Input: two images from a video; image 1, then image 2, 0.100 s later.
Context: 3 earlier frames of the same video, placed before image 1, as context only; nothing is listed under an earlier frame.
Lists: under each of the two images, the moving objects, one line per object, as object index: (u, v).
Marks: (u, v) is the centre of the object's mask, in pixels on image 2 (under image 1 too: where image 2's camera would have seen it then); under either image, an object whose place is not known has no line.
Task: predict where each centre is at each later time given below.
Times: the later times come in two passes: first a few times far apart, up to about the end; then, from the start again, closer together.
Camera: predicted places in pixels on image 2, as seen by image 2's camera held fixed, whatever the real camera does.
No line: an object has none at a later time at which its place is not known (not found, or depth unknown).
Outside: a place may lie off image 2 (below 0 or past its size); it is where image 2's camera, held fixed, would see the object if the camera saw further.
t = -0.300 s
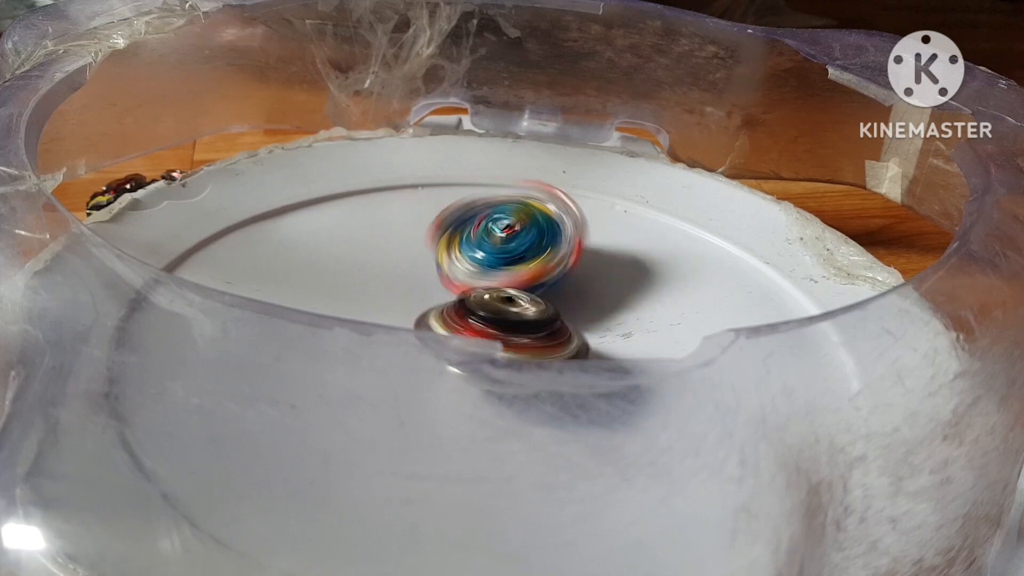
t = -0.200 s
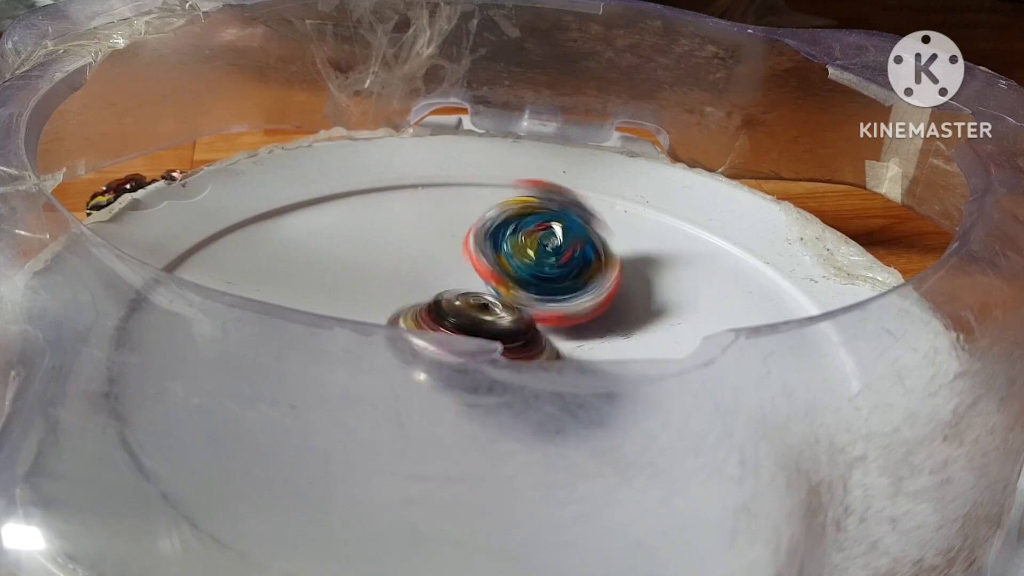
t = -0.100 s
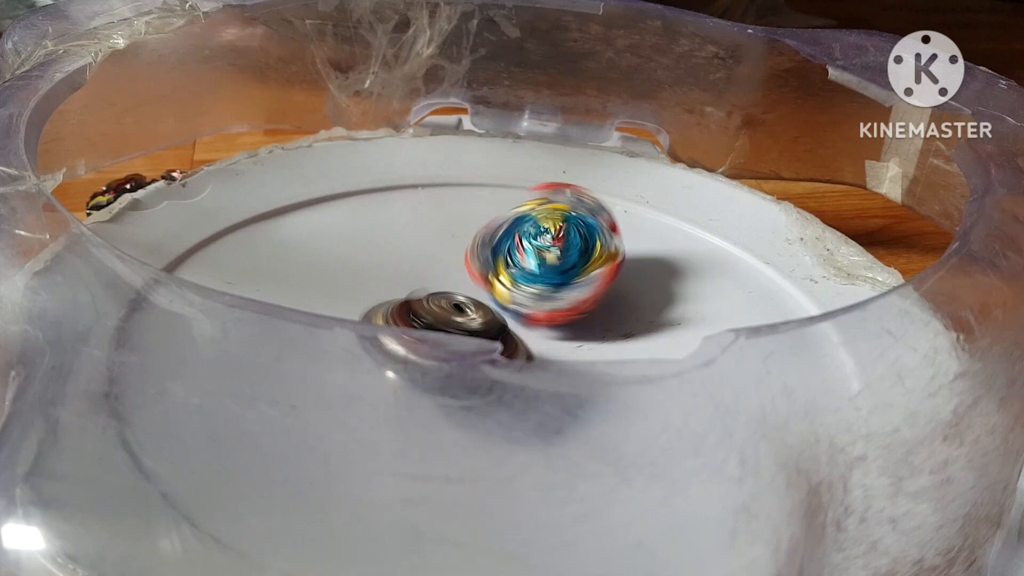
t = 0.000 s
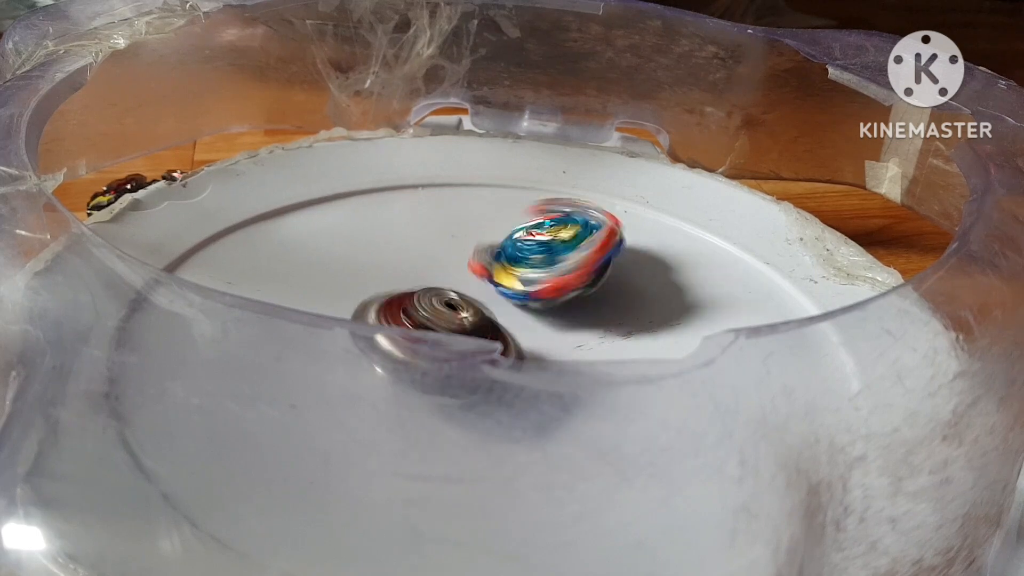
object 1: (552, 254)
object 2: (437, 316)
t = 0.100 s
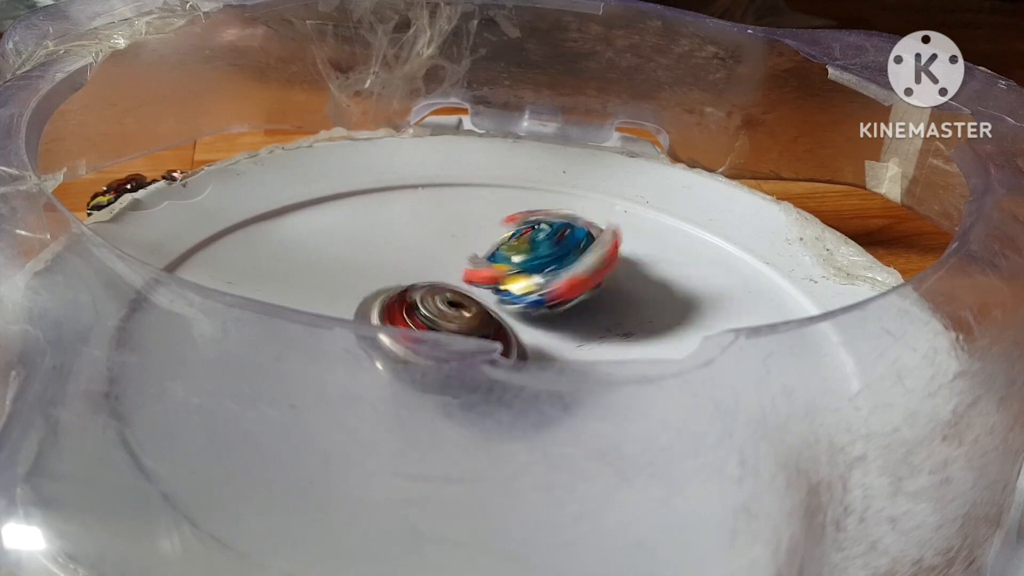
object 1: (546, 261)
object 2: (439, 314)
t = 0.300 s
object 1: (567, 281)
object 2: (413, 305)
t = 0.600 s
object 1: (551, 273)
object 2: (438, 304)
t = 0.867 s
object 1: (548, 282)
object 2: (415, 310)
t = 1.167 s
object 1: (549, 281)
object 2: (416, 309)
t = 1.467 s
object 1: (559, 277)
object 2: (457, 310)
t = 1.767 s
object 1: (547, 288)
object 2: (361, 304)
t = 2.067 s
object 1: (539, 281)
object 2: (417, 303)
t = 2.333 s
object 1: (542, 278)
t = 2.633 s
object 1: (533, 285)
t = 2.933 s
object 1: (533, 285)
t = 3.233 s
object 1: (533, 285)
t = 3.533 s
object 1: (533, 285)
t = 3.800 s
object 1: (533, 285)
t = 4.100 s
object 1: (533, 285)
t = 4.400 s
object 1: (533, 285)
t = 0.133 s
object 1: (542, 263)
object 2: (443, 313)
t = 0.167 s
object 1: (543, 270)
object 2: (433, 312)
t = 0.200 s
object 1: (550, 278)
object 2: (424, 310)
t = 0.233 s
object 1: (558, 282)
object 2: (416, 308)
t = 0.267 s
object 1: (565, 282)
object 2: (417, 307)
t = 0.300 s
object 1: (567, 281)
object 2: (413, 305)
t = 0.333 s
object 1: (564, 282)
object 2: (417, 305)
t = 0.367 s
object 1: (560, 282)
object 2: (416, 303)
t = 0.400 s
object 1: (559, 281)
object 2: (425, 304)
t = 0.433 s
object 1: (555, 280)
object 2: (425, 302)
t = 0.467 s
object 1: (552, 276)
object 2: (431, 304)
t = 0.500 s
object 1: (552, 276)
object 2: (436, 303)
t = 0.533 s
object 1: (553, 273)
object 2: (441, 304)
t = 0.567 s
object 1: (552, 274)
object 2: (439, 304)
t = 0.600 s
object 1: (551, 273)
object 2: (438, 304)
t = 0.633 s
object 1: (549, 274)
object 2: (429, 303)
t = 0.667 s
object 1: (549, 274)
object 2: (431, 305)
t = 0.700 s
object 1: (547, 277)
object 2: (427, 305)
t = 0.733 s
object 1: (548, 277)
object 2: (430, 306)
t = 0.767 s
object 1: (546, 278)
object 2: (421, 306)
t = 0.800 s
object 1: (546, 279)
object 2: (419, 308)
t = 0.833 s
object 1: (546, 280)
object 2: (413, 307)
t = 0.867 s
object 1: (548, 282)
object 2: (415, 310)
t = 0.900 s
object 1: (548, 282)
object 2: (407, 308)
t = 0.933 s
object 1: (547, 282)
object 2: (412, 311)
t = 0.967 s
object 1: (547, 282)
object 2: (407, 311)
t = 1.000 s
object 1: (547, 282)
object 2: (408, 310)
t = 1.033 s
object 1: (548, 282)
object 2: (409, 312)
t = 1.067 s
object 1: (548, 282)
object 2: (403, 316)
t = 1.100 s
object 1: (548, 282)
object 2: (412, 311)
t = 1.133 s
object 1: (548, 282)
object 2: (411, 310)
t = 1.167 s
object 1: (549, 281)
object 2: (416, 309)
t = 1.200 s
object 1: (548, 282)
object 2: (419, 311)
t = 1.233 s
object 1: (549, 281)
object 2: (421, 309)
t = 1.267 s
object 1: (551, 279)
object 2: (432, 313)
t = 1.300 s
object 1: (552, 279)
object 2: (436, 312)
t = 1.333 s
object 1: (554, 277)
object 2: (442, 311)
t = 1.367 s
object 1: (554, 276)
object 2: (448, 312)
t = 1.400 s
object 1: (557, 275)
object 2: (451, 310)
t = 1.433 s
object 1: (558, 275)
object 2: (458, 311)
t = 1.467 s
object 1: (559, 277)
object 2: (457, 310)
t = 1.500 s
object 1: (556, 282)
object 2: (438, 305)
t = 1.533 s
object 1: (563, 281)
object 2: (420, 307)
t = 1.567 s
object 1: (566, 281)
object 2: (404, 305)
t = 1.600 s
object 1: (565, 280)
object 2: (394, 305)
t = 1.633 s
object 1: (563, 280)
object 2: (386, 306)
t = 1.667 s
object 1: (563, 282)
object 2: (374, 306)
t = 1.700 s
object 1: (561, 285)
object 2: (358, 303)
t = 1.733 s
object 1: (555, 287)
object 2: (356, 302)
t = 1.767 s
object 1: (547, 288)
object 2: (361, 304)
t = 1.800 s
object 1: (542, 287)
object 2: (348, 301)
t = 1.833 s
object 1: (536, 285)
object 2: (352, 297)
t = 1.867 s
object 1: (531, 283)
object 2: (361, 297)
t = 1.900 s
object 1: (531, 283)
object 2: (370, 300)
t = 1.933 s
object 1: (532, 284)
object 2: (373, 299)
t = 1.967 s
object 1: (535, 284)
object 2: (387, 298)
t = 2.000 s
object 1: (538, 283)
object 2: (398, 298)
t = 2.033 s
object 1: (540, 282)
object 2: (410, 301)
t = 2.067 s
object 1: (539, 281)
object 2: (417, 303)
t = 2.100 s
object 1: (541, 281)
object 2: (426, 304)
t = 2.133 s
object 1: (544, 278)
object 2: (427, 320)
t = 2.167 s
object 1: (546, 277)
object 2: (438, 318)
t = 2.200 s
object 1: (545, 276)
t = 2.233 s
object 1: (546, 276)
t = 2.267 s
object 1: (544, 278)
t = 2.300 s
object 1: (543, 278)
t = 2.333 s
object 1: (542, 278)
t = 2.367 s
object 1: (540, 278)
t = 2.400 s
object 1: (539, 279)
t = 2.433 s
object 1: (539, 279)
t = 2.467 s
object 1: (537, 281)
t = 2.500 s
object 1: (535, 282)
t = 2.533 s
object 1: (534, 284)
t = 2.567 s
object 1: (534, 285)
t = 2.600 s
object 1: (533, 285)
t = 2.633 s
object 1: (533, 285)
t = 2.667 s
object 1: (533, 285)
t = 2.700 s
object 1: (533, 285)
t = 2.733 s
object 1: (533, 285)
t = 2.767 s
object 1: (533, 285)
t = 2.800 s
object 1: (533, 285)
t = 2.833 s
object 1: (533, 285)
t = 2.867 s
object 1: (533, 285)
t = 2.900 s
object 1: (533, 285)
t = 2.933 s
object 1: (533, 285)
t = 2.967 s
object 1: (533, 285)
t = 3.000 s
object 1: (533, 285)
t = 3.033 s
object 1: (533, 285)
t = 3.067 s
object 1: (533, 285)
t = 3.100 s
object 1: (533, 285)
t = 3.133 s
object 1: (533, 285)
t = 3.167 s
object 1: (533, 285)
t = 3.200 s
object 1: (533, 285)
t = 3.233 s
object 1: (533, 285)
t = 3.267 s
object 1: (533, 285)
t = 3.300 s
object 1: (533, 285)
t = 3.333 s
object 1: (533, 285)
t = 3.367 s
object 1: (533, 285)
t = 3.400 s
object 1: (533, 285)
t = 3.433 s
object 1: (533, 285)
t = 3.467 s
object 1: (533, 285)
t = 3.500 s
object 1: (533, 285)
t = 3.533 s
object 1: (533, 285)
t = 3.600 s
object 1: (533, 285)
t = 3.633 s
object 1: (533, 285)
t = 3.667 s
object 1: (533, 285)
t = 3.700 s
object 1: (533, 285)
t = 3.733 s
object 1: (533, 285)
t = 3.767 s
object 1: (533, 285)
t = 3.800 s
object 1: (533, 285)
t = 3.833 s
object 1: (533, 285)
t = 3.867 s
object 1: (533, 285)
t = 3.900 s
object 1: (533, 285)
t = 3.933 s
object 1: (533, 285)
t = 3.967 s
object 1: (533, 285)
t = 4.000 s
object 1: (533, 285)
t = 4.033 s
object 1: (533, 285)
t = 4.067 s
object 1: (533, 285)
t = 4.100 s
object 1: (533, 285)
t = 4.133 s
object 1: (533, 285)
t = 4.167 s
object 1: (533, 285)
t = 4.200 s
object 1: (533, 285)
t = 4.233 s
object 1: (533, 285)
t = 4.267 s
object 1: (533, 285)
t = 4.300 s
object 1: (533, 285)
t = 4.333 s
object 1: (533, 285)
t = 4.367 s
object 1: (533, 285)
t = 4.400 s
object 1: (533, 285)
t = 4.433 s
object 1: (533, 285)
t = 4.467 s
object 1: (533, 285)
